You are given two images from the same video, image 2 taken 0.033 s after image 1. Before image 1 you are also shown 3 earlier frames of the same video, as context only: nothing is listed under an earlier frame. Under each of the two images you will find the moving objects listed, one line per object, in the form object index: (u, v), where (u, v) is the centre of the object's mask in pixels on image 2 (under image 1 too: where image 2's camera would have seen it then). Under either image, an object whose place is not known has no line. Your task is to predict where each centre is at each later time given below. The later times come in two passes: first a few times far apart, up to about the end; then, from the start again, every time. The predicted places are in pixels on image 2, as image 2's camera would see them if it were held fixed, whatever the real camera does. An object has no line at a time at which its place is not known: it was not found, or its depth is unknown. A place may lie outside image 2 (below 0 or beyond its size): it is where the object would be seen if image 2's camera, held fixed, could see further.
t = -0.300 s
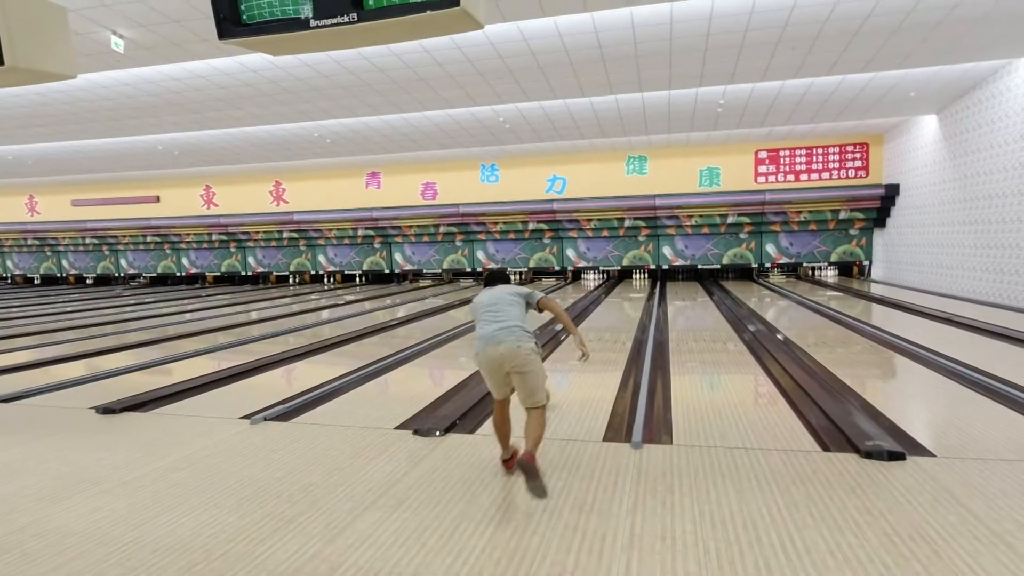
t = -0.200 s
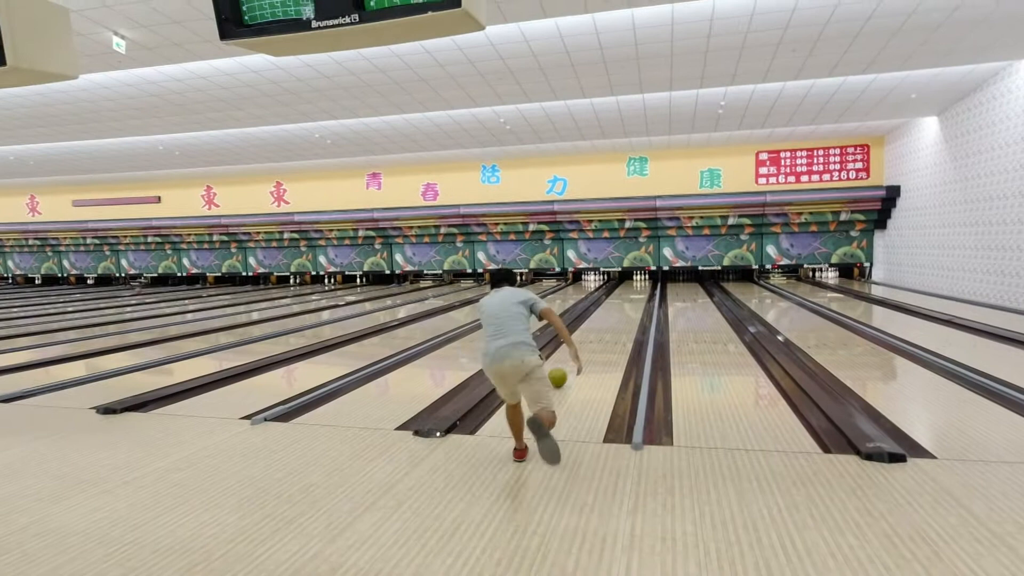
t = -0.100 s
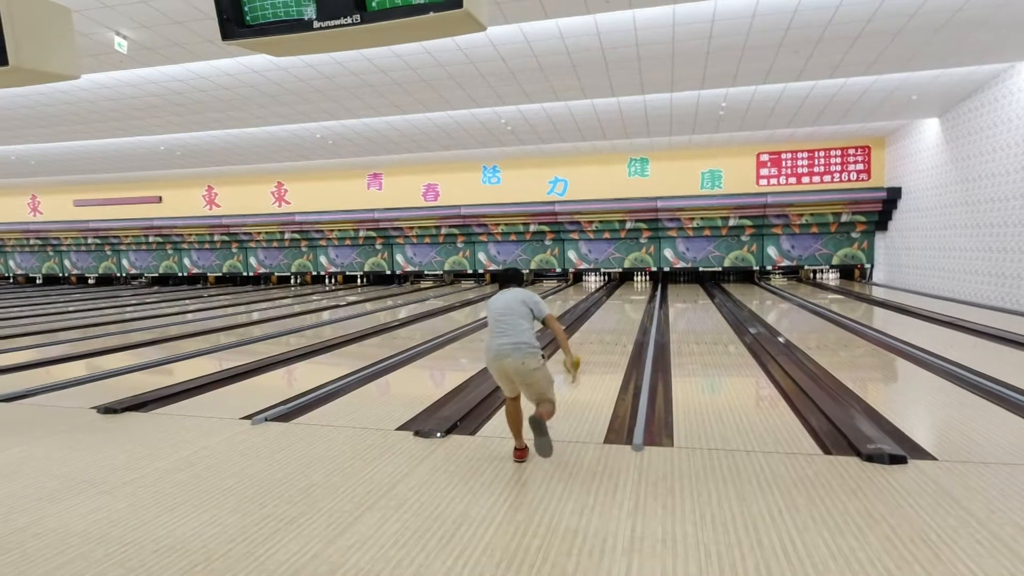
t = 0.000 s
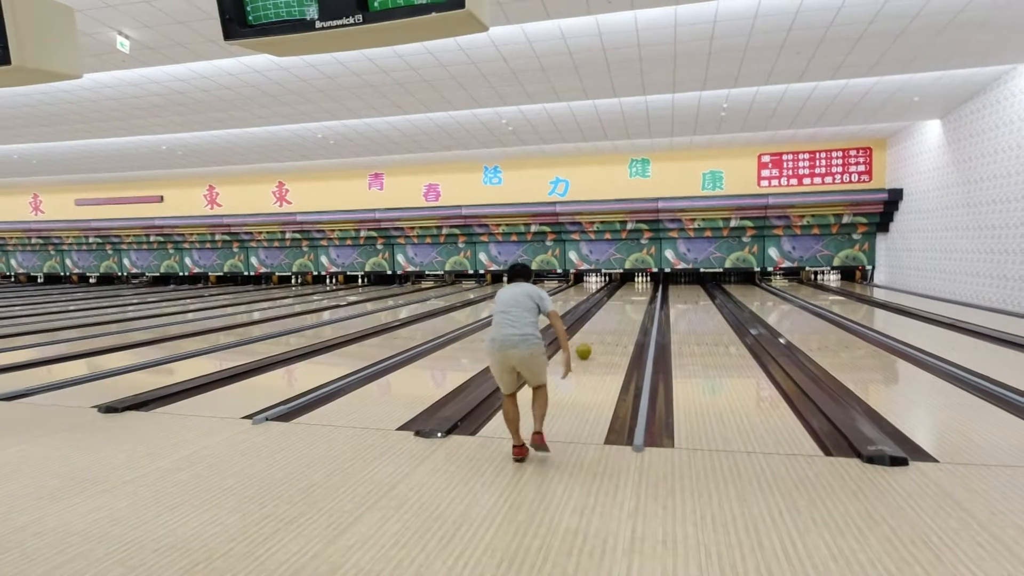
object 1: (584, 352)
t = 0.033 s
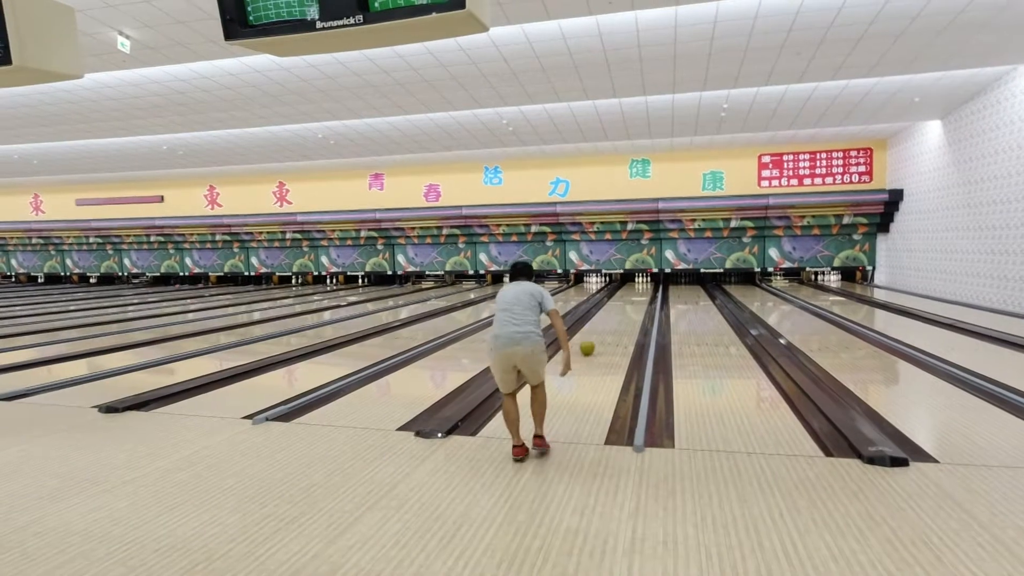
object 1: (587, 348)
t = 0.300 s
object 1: (606, 327)
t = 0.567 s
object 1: (620, 311)
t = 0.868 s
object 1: (629, 302)
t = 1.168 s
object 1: (636, 293)
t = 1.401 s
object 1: (640, 289)
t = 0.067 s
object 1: (590, 345)
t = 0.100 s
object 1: (592, 342)
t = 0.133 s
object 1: (595, 339)
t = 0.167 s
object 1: (598, 336)
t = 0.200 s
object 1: (600, 334)
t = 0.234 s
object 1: (602, 331)
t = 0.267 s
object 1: (604, 329)
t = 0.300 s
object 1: (606, 327)
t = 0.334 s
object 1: (608, 325)
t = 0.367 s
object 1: (610, 323)
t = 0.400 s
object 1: (611, 320)
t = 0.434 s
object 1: (613, 319)
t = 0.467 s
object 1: (614, 317)
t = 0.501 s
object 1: (616, 315)
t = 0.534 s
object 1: (618, 314)
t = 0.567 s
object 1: (620, 311)
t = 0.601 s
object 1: (620, 310)
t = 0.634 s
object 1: (621, 309)
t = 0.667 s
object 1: (623, 308)
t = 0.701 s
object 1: (624, 307)
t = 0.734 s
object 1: (625, 306)
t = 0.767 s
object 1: (626, 305)
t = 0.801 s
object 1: (627, 303)
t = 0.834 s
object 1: (628, 302)
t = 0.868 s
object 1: (629, 302)
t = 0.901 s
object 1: (630, 301)
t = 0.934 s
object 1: (631, 300)
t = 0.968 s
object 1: (632, 299)
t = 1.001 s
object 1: (633, 298)
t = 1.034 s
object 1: (634, 297)
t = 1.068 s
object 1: (634, 296)
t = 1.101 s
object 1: (635, 295)
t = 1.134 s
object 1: (636, 294)
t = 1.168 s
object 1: (636, 293)
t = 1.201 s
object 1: (637, 293)
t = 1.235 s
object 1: (638, 292)
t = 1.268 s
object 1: (638, 292)
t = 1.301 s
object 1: (638, 292)
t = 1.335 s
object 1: (640, 289)
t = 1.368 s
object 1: (640, 289)
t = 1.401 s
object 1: (640, 289)
